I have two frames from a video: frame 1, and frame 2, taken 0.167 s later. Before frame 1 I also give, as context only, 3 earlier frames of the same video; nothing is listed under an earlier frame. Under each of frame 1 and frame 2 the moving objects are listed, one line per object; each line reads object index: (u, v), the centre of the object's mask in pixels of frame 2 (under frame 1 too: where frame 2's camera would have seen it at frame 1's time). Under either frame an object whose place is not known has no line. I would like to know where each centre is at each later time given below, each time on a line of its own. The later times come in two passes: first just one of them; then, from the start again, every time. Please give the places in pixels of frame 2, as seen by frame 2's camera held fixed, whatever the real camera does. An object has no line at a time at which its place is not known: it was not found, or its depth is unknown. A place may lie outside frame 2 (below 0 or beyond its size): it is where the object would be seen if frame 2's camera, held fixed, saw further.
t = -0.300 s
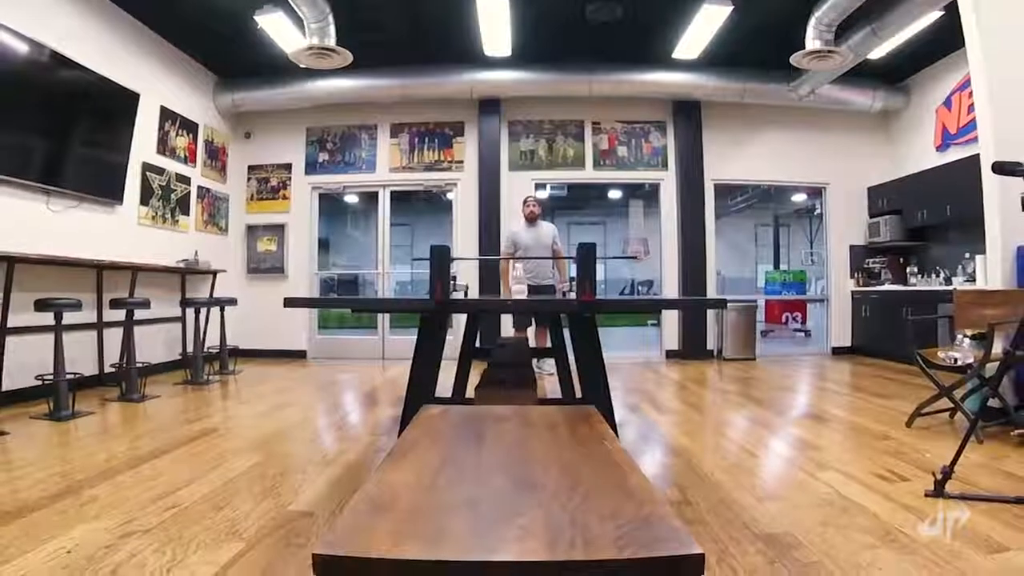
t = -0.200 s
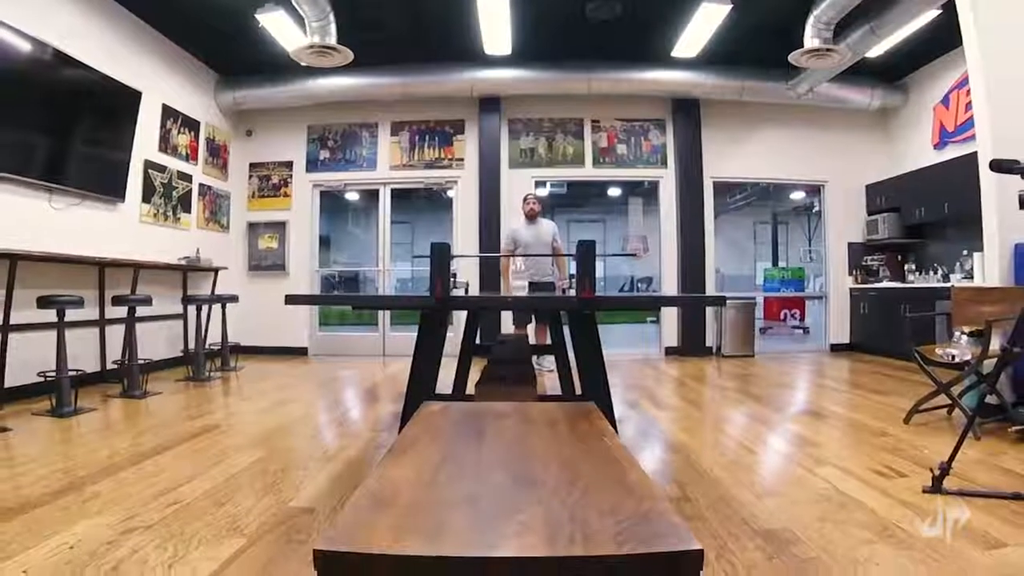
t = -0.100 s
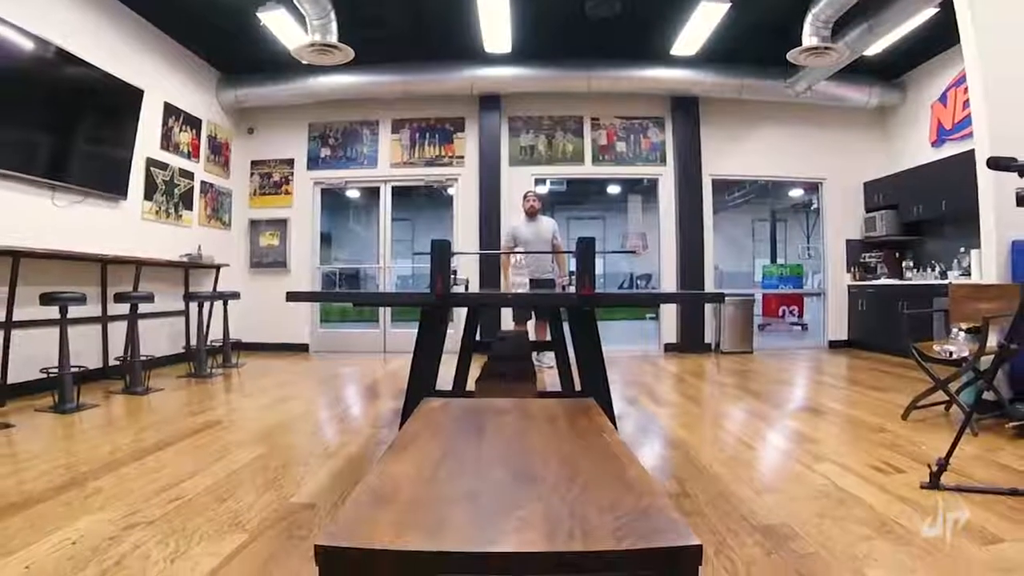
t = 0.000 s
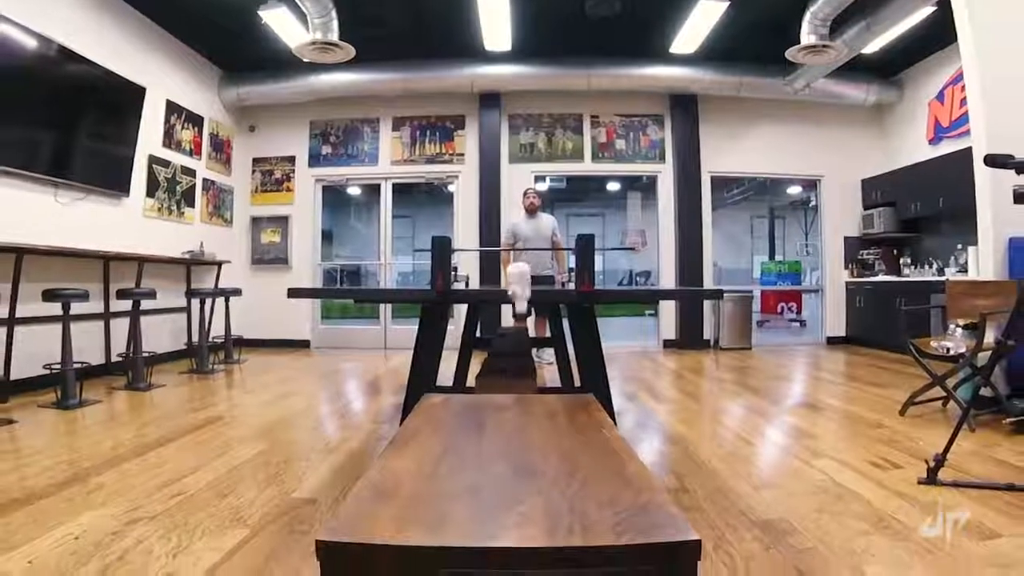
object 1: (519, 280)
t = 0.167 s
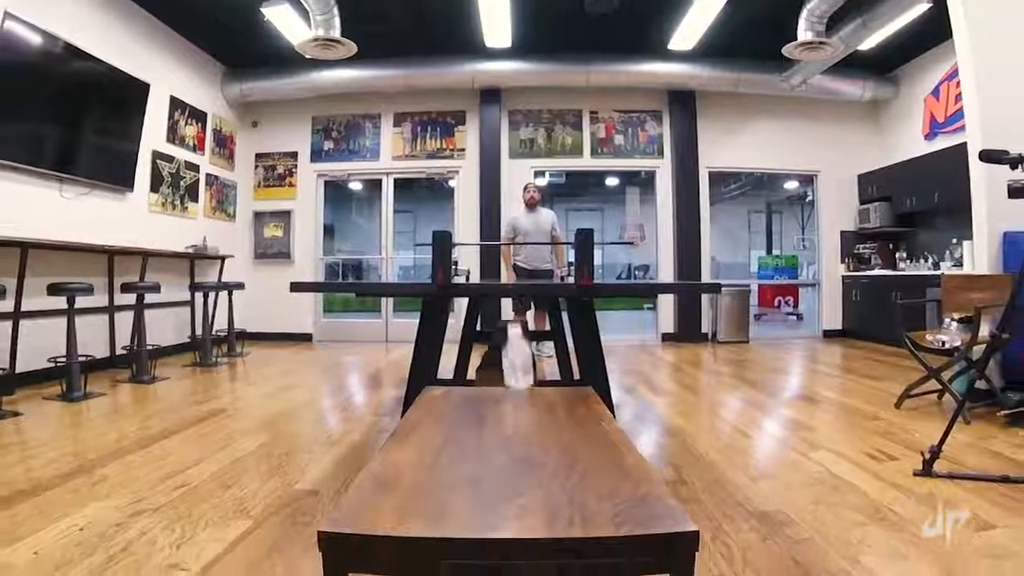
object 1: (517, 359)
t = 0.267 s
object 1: (519, 374)
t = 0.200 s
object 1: (518, 364)
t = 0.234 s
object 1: (519, 369)
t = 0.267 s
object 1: (519, 374)
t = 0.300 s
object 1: (519, 379)
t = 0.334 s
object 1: (518, 384)
